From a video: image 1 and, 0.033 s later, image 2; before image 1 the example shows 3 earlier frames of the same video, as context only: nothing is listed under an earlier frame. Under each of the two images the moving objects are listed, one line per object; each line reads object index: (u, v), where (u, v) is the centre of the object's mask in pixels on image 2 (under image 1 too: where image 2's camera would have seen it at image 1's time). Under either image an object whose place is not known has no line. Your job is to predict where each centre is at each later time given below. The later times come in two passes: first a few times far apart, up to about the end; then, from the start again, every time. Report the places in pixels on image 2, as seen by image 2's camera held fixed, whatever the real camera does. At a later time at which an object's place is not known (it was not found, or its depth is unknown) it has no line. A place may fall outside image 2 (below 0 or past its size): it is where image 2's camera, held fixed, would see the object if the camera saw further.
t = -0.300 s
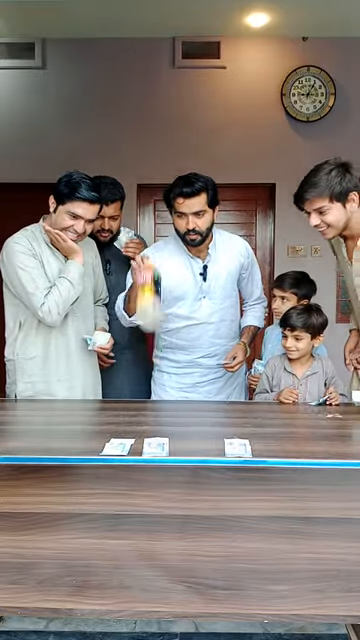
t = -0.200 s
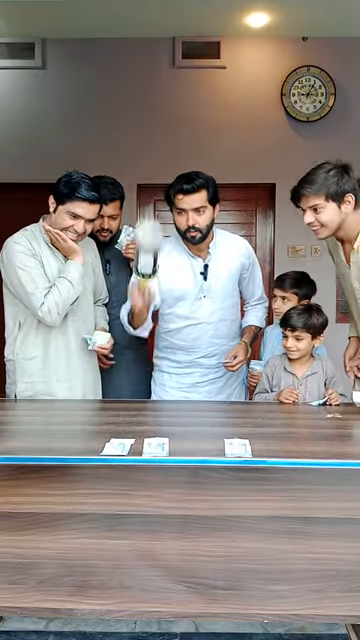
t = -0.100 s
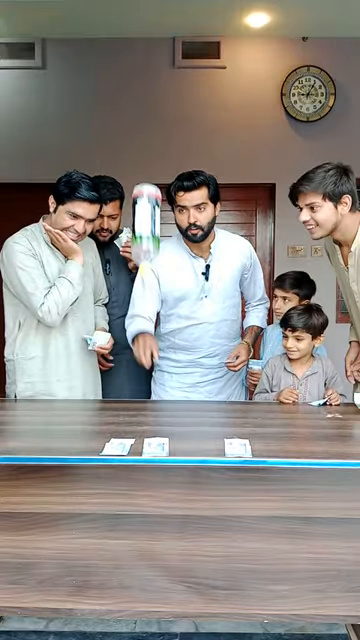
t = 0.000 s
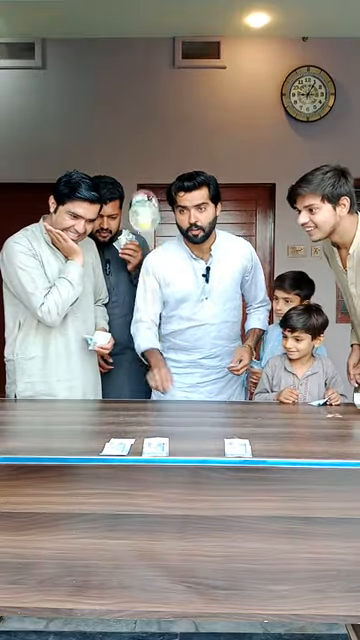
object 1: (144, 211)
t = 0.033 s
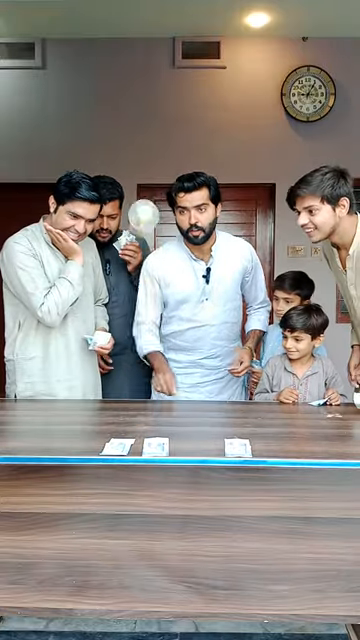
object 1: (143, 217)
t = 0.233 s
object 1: (140, 346)
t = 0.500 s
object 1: (141, 438)
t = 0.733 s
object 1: (139, 438)
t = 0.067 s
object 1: (142, 228)
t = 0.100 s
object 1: (143, 241)
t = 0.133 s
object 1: (141, 261)
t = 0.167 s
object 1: (141, 283)
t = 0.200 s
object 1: (140, 313)
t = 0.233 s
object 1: (140, 346)
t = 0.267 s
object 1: (140, 384)
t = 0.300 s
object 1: (140, 400)
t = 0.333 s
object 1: (141, 406)
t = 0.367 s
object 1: (141, 416)
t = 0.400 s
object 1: (141, 430)
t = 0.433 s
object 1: (141, 436)
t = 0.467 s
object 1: (141, 435)
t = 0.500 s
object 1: (141, 438)
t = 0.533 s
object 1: (140, 438)
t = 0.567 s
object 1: (138, 438)
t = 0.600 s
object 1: (137, 438)
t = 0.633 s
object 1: (138, 438)
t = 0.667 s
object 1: (139, 438)
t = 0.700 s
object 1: (140, 438)
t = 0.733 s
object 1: (139, 438)
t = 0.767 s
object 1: (139, 438)
